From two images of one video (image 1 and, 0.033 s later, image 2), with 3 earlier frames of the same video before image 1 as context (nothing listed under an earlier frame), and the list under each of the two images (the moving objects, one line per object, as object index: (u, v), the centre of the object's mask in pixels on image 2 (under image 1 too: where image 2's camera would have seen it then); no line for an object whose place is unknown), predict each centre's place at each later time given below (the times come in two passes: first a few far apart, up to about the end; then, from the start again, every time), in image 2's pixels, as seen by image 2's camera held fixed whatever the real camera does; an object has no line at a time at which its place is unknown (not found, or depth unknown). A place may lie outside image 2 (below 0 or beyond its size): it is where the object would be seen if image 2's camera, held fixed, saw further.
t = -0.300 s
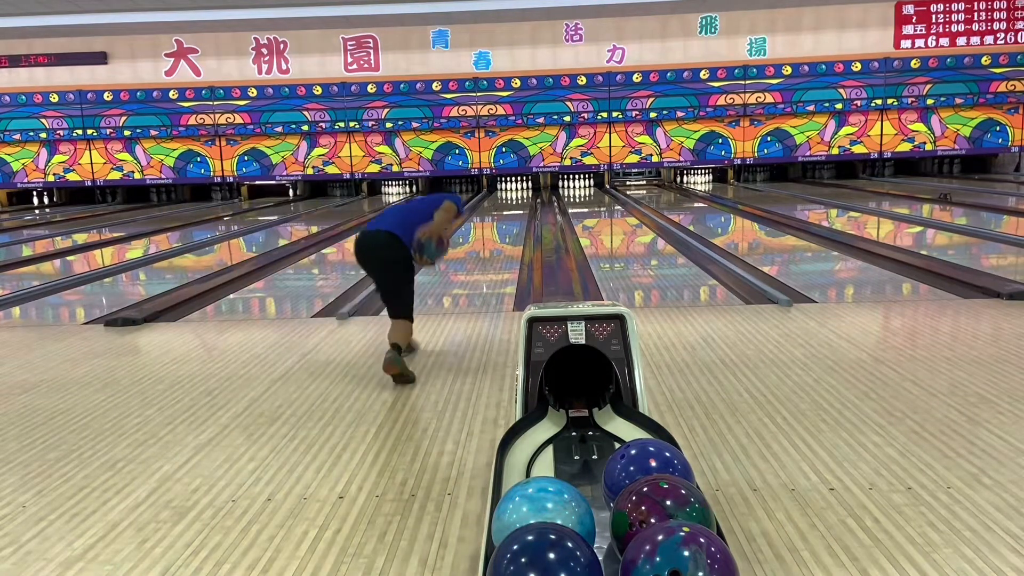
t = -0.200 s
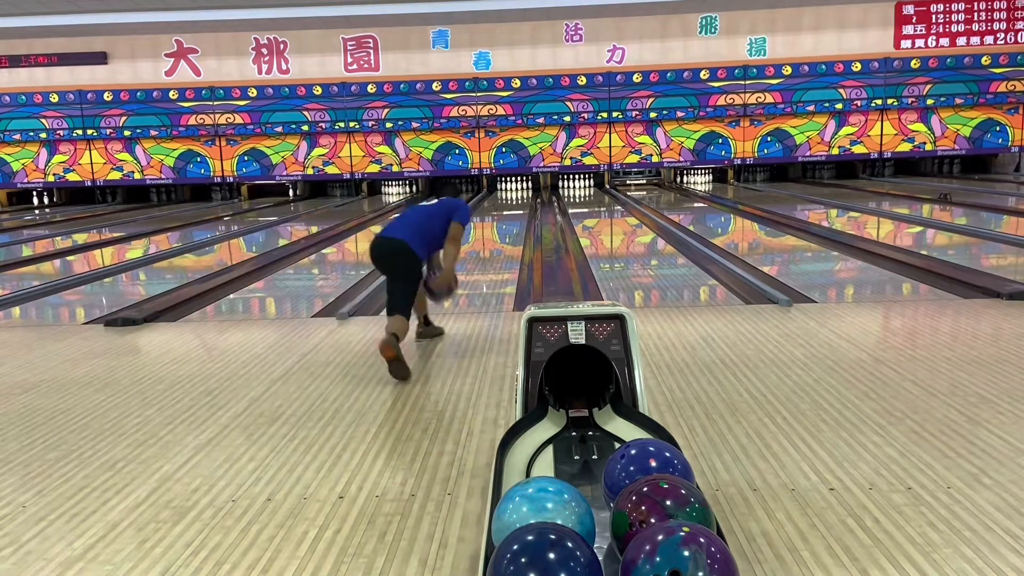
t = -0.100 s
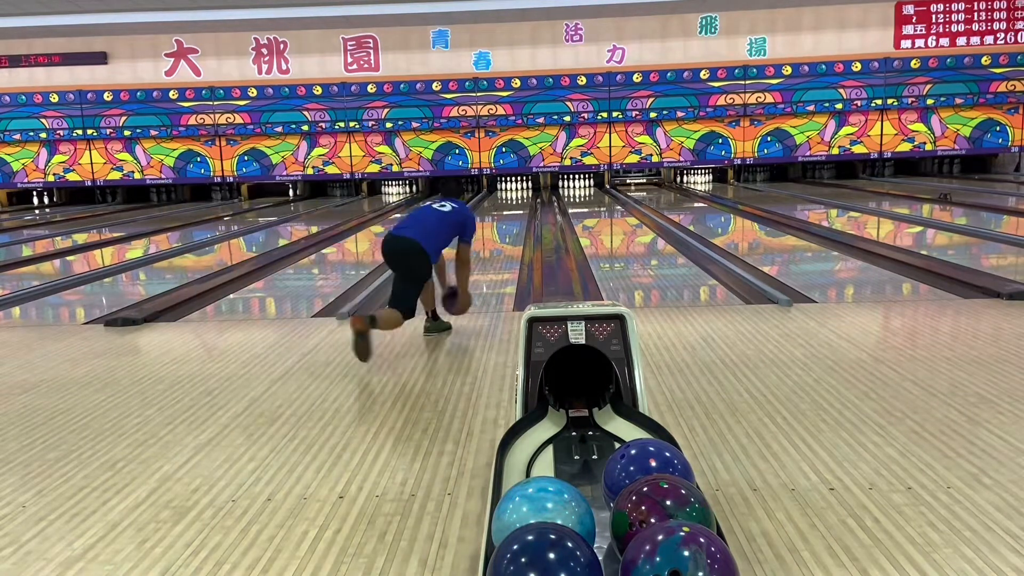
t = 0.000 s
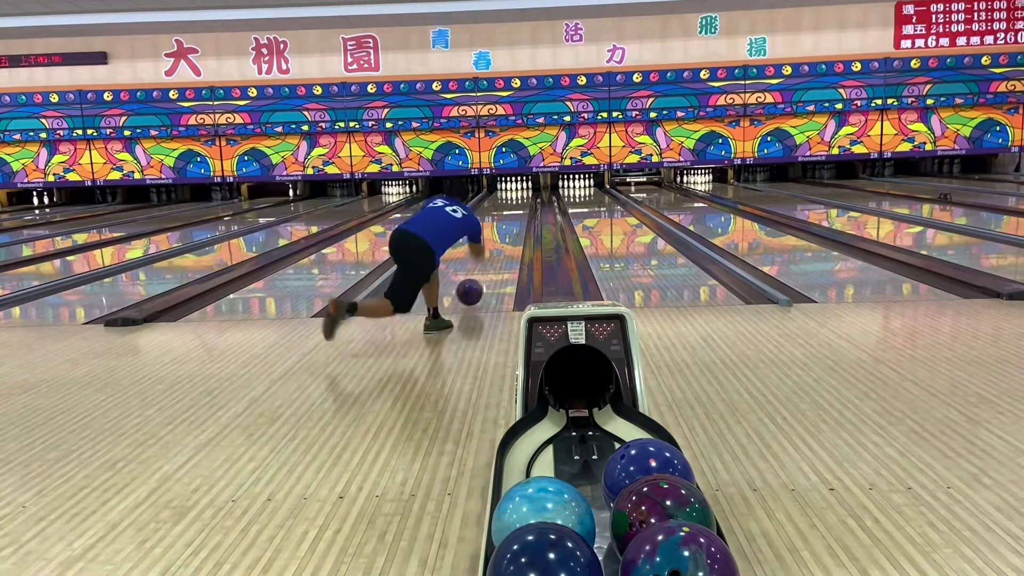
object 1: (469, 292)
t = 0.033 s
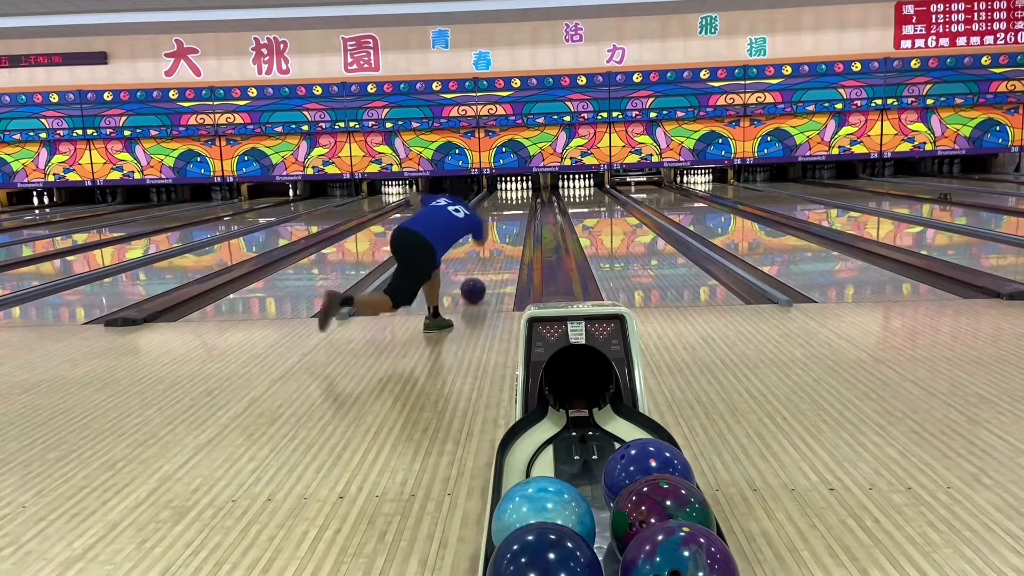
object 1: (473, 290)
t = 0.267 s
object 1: (491, 260)
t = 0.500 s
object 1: (503, 241)
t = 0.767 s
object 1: (511, 225)
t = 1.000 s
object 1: (517, 216)
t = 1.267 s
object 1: (521, 206)
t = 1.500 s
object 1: (523, 200)
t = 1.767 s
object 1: (524, 195)
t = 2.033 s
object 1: (521, 191)
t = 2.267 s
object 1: (518, 188)
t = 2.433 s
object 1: (516, 187)
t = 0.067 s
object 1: (476, 285)
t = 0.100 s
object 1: (479, 281)
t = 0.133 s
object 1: (482, 276)
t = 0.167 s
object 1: (484, 272)
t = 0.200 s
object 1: (487, 267)
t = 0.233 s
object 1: (489, 264)
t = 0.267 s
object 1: (491, 260)
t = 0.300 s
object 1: (493, 257)
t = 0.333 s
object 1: (495, 254)
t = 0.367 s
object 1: (497, 251)
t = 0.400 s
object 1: (498, 248)
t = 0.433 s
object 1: (500, 246)
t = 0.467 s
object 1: (501, 243)
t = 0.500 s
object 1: (503, 241)
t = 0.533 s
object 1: (504, 238)
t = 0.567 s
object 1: (505, 236)
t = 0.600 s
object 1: (506, 234)
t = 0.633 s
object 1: (507, 232)
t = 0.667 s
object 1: (508, 230)
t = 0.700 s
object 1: (510, 228)
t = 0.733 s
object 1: (510, 227)
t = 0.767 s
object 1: (511, 225)
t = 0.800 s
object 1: (512, 224)
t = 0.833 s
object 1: (513, 222)
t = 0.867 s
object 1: (514, 221)
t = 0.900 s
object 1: (515, 219)
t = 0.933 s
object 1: (515, 218)
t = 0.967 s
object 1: (516, 217)
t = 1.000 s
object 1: (517, 216)
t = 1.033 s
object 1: (517, 214)
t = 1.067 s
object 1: (518, 213)
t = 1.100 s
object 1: (519, 212)
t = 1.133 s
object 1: (519, 212)
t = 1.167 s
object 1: (520, 212)
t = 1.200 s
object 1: (520, 208)
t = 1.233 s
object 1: (521, 208)
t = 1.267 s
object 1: (521, 206)
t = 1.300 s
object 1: (521, 206)
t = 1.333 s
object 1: (522, 205)
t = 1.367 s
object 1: (522, 204)
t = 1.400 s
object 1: (523, 203)
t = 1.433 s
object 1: (523, 202)
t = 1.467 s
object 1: (523, 201)
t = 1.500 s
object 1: (523, 200)
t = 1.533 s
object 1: (523, 200)
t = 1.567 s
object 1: (524, 199)
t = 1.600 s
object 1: (524, 198)
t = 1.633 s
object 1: (524, 198)
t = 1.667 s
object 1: (524, 197)
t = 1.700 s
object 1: (524, 196)
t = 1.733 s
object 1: (524, 196)
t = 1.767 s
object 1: (524, 195)
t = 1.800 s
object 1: (524, 195)
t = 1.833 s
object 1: (524, 194)
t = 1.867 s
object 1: (524, 193)
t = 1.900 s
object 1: (523, 193)
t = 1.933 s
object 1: (523, 193)
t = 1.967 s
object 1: (522, 193)
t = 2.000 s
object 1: (522, 192)
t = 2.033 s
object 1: (521, 191)
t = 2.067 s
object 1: (521, 191)
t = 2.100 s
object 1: (520, 191)
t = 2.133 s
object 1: (520, 190)
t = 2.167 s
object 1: (519, 190)
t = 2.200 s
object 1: (519, 189)
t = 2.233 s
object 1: (518, 188)
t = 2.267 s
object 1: (518, 188)
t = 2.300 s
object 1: (517, 188)
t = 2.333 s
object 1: (516, 188)
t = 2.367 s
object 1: (516, 187)
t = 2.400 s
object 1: (516, 187)
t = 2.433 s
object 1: (516, 187)
